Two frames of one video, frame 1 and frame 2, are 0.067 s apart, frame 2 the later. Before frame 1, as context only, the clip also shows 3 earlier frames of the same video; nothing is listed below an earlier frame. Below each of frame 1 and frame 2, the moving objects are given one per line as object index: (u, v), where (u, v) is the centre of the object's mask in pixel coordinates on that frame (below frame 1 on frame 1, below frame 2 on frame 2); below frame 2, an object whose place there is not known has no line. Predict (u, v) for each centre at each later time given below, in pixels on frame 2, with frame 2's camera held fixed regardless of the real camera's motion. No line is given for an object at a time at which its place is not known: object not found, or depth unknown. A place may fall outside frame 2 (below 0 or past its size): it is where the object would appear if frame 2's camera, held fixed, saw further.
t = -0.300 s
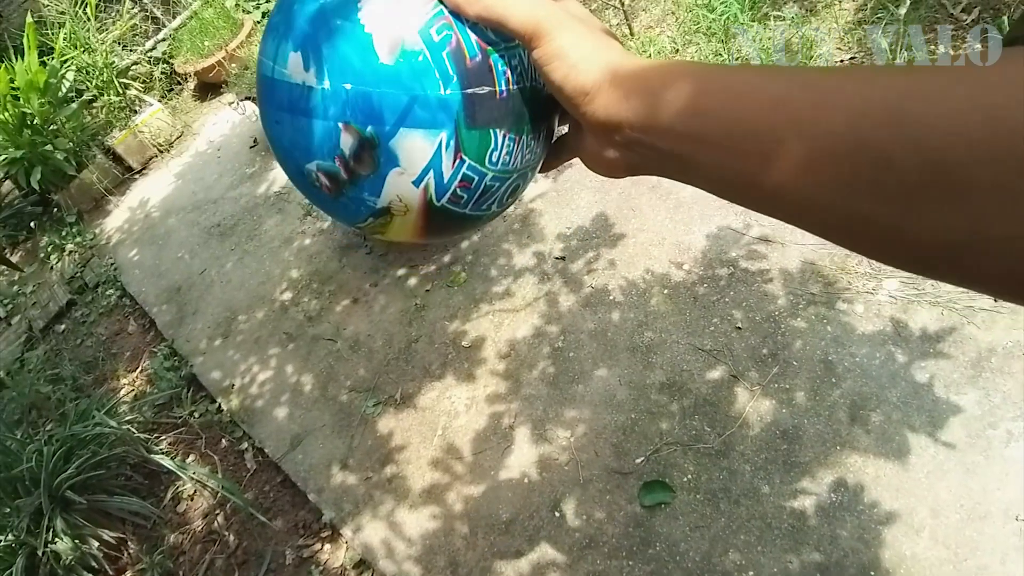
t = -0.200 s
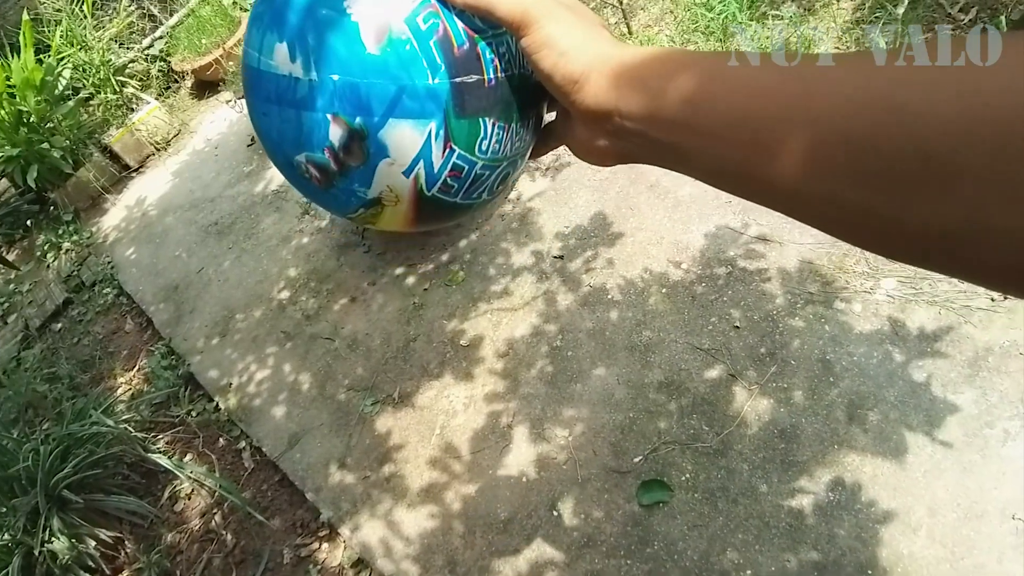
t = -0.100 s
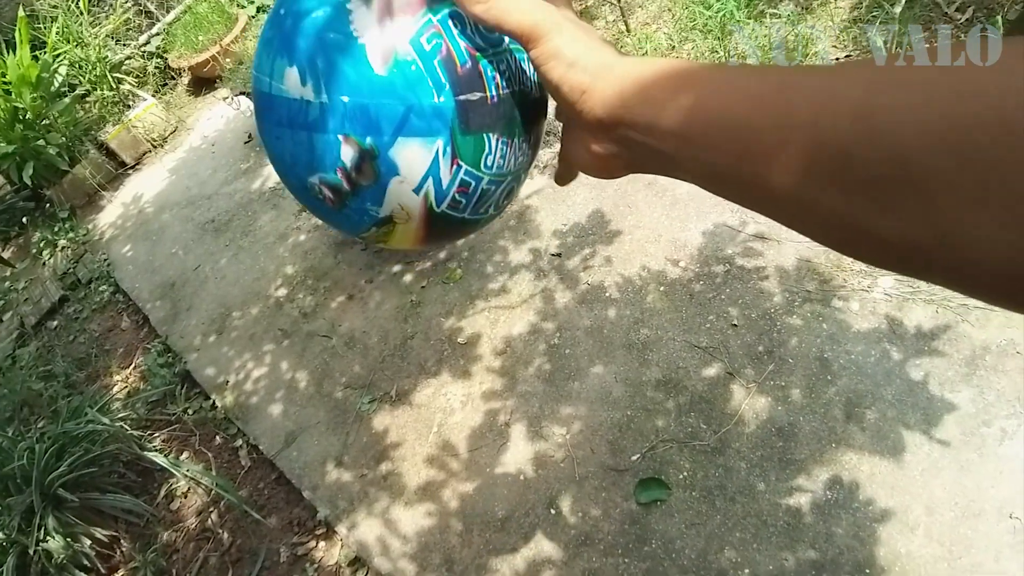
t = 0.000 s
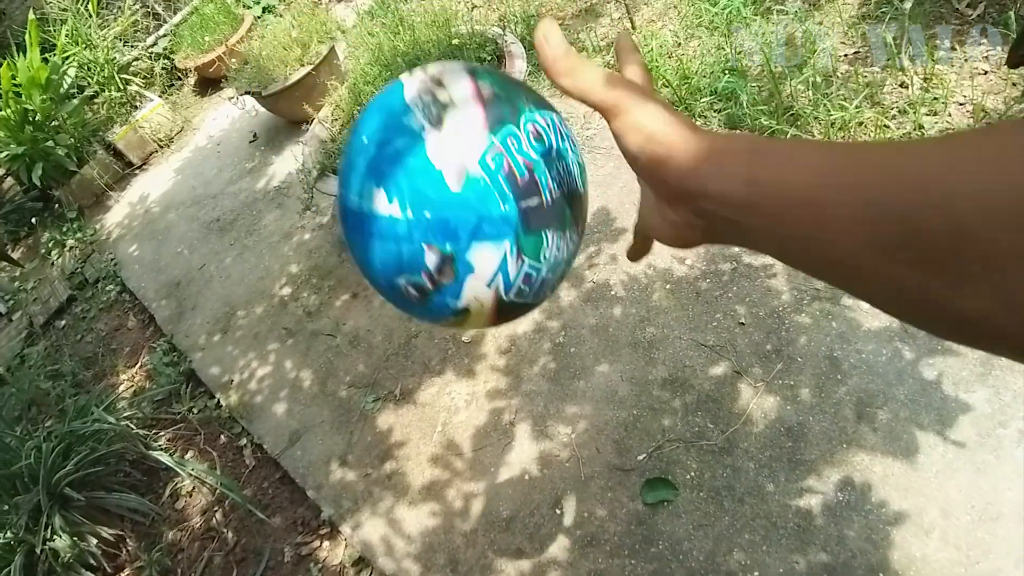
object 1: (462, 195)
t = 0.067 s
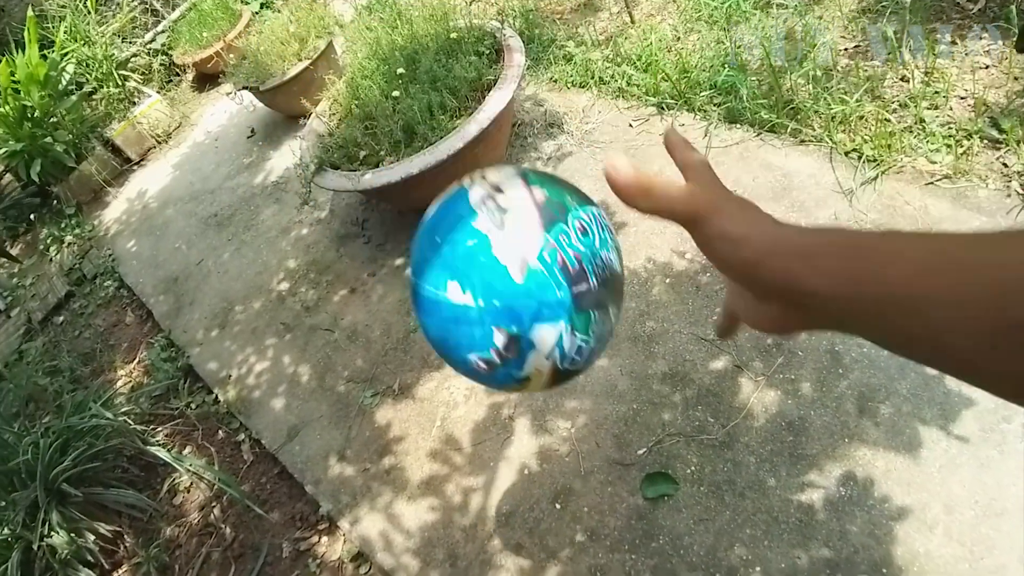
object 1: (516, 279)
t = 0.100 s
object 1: (546, 326)
